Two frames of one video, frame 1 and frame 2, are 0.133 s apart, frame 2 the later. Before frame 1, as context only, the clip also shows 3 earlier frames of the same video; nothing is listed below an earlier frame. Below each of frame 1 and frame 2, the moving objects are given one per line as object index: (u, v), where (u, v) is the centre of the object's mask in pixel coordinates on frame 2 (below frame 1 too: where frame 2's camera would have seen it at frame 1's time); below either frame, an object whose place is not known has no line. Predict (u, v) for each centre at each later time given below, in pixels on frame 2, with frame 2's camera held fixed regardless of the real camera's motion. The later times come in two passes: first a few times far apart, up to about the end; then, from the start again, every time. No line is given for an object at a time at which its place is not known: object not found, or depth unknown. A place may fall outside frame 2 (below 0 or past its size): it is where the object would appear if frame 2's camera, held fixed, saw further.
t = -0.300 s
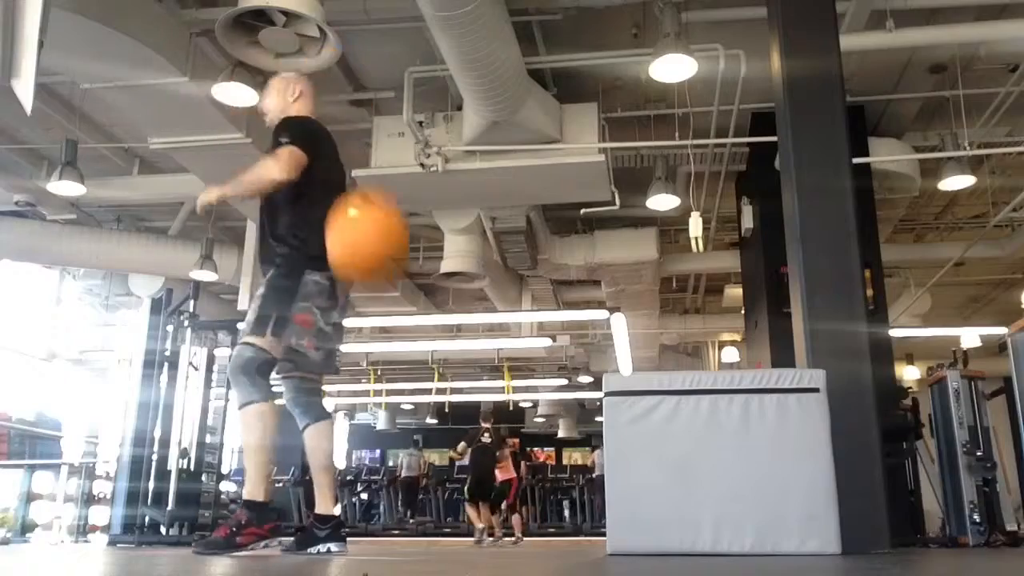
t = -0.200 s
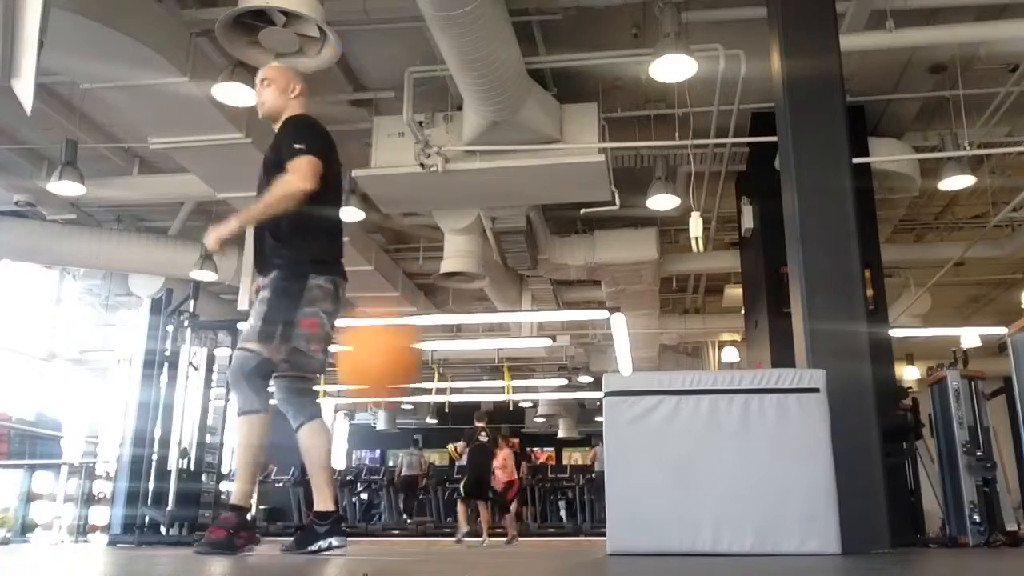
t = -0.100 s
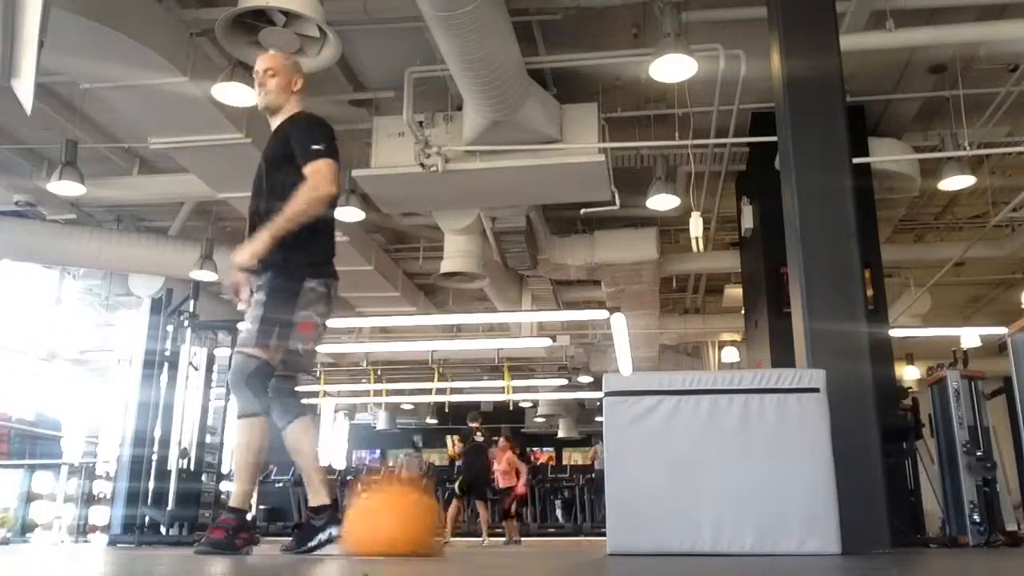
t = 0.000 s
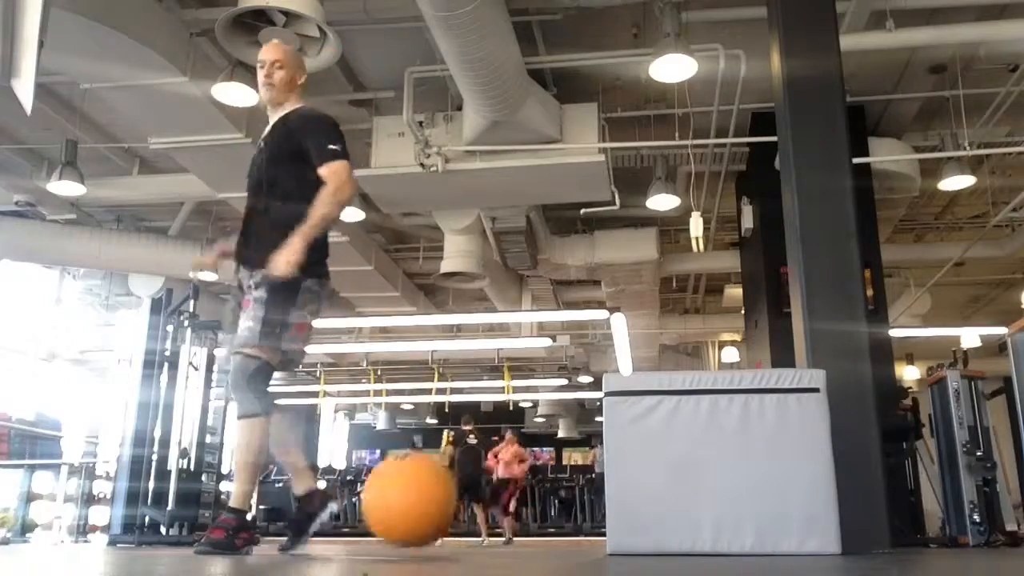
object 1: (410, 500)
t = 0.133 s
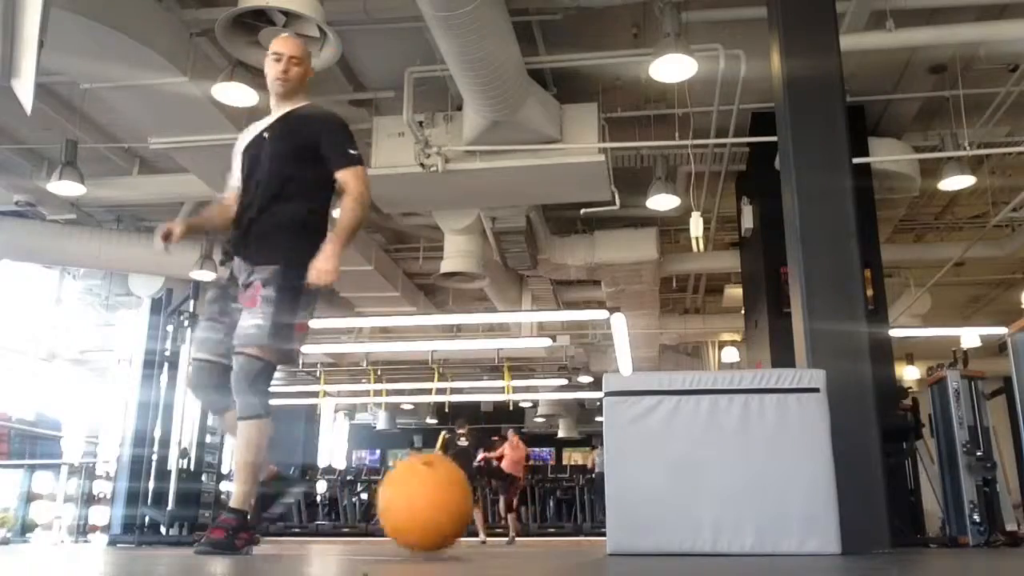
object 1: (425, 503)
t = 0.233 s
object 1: (433, 514)
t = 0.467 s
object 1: (441, 512)
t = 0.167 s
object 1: (428, 511)
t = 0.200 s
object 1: (431, 515)
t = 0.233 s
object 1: (433, 514)
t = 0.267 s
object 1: (434, 511)
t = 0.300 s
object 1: (436, 510)
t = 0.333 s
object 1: (438, 511)
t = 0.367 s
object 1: (439, 513)
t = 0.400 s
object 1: (440, 513)
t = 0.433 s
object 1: (441, 512)
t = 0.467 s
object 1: (441, 512)
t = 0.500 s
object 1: (442, 512)
